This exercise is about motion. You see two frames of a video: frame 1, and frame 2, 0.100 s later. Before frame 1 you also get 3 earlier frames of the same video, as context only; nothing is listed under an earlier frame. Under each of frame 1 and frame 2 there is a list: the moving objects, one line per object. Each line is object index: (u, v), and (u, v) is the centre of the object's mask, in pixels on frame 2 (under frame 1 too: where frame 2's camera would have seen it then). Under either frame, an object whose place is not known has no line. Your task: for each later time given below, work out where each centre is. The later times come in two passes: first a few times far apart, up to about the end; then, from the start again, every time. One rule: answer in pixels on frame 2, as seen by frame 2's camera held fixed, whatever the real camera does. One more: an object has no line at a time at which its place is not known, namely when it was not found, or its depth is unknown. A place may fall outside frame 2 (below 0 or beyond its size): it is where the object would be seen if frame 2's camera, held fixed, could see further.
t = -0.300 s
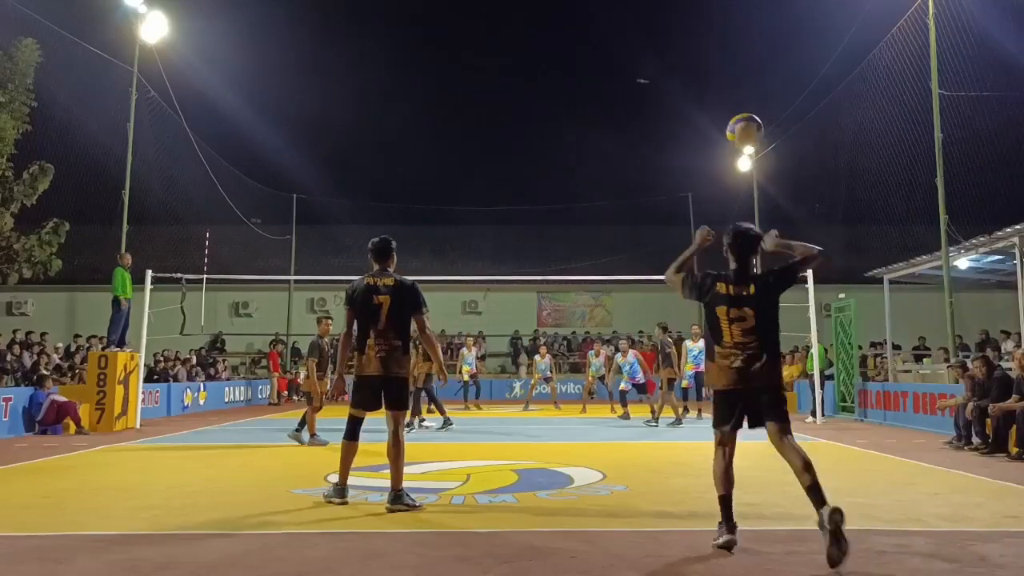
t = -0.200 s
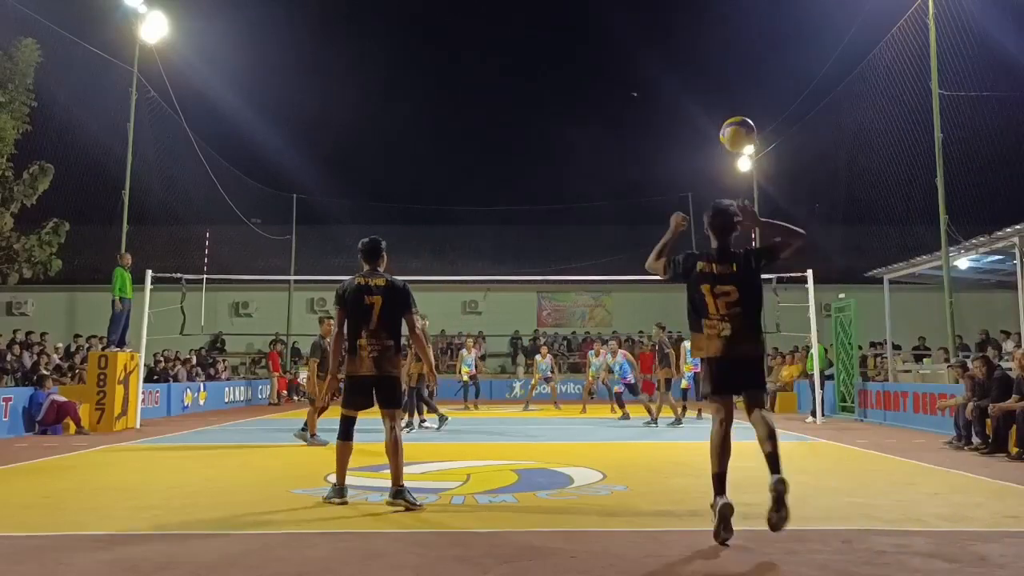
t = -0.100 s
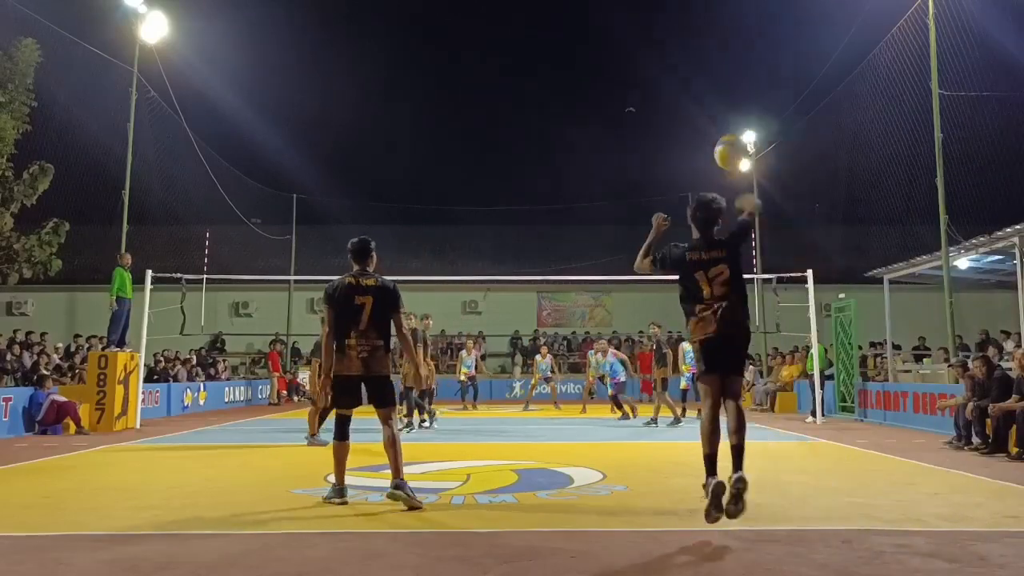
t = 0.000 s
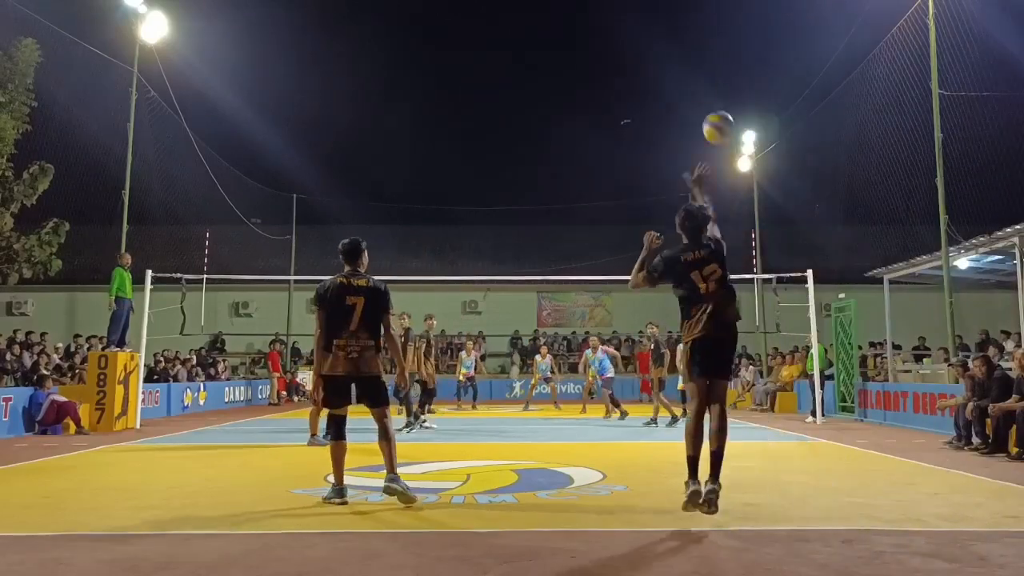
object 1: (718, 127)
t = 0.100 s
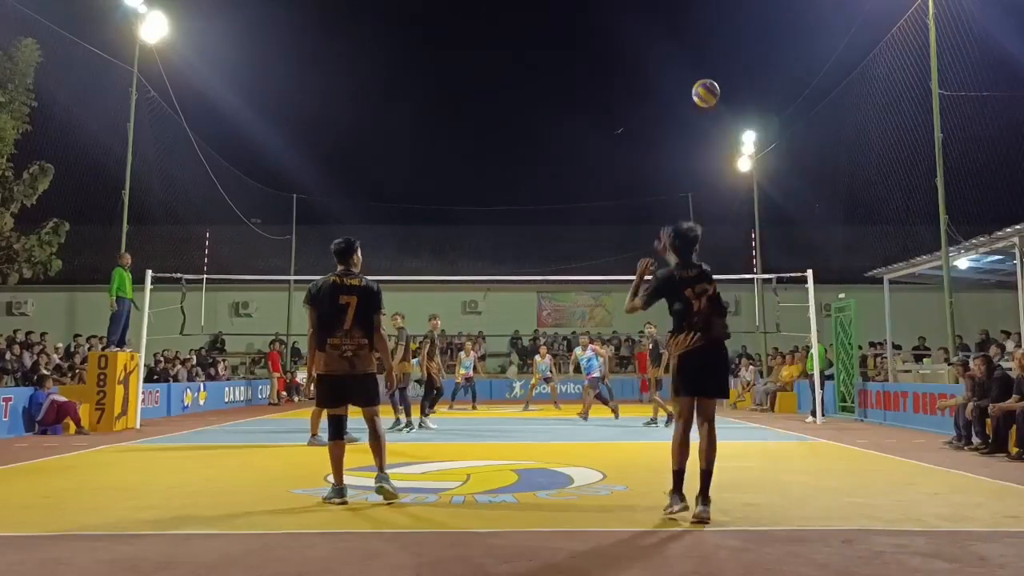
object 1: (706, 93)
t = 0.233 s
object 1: (693, 73)
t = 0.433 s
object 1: (675, 78)
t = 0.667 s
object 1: (658, 111)
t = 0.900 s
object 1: (649, 166)
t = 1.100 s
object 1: (644, 225)
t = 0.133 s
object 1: (702, 86)
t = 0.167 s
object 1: (699, 80)
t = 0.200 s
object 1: (696, 76)
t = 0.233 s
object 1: (693, 73)
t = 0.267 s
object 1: (690, 72)
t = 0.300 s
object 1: (686, 71)
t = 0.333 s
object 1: (683, 72)
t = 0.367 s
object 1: (681, 73)
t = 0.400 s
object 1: (677, 75)
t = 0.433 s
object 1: (675, 78)
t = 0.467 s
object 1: (672, 81)
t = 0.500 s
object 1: (669, 85)
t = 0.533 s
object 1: (667, 89)
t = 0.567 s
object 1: (664, 94)
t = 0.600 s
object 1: (662, 99)
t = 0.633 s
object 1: (660, 105)
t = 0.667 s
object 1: (658, 111)
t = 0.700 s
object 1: (656, 118)
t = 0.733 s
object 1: (654, 125)
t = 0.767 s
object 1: (653, 132)
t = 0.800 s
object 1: (652, 140)
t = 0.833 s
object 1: (651, 148)
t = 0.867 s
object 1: (650, 157)
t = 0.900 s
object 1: (649, 166)
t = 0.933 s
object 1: (648, 175)
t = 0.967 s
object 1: (647, 185)
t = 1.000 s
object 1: (647, 195)
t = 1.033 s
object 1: (646, 205)
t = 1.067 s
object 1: (645, 215)
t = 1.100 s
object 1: (644, 225)
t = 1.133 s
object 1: (643, 236)
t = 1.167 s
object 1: (642, 247)
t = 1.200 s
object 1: (641, 259)
